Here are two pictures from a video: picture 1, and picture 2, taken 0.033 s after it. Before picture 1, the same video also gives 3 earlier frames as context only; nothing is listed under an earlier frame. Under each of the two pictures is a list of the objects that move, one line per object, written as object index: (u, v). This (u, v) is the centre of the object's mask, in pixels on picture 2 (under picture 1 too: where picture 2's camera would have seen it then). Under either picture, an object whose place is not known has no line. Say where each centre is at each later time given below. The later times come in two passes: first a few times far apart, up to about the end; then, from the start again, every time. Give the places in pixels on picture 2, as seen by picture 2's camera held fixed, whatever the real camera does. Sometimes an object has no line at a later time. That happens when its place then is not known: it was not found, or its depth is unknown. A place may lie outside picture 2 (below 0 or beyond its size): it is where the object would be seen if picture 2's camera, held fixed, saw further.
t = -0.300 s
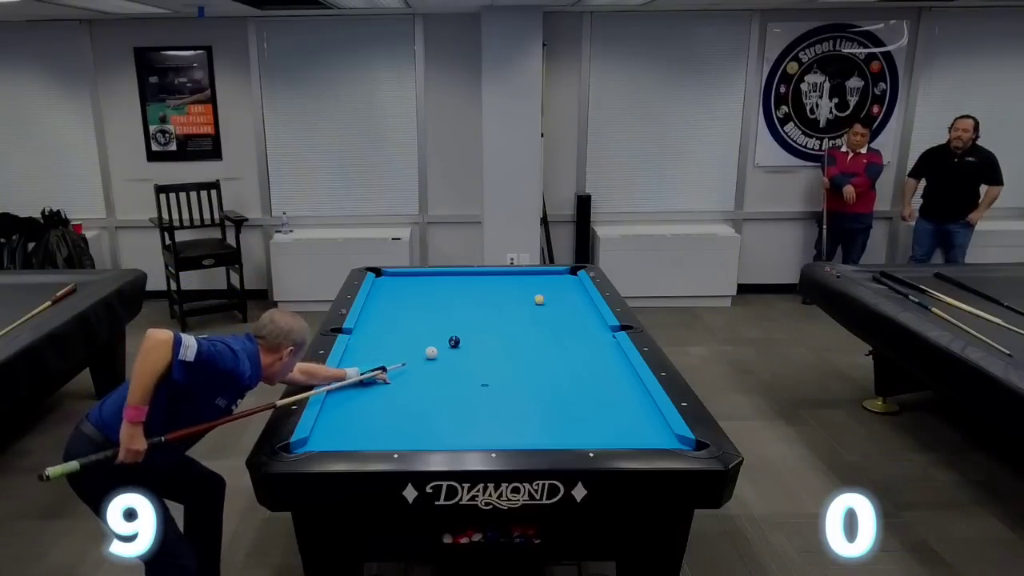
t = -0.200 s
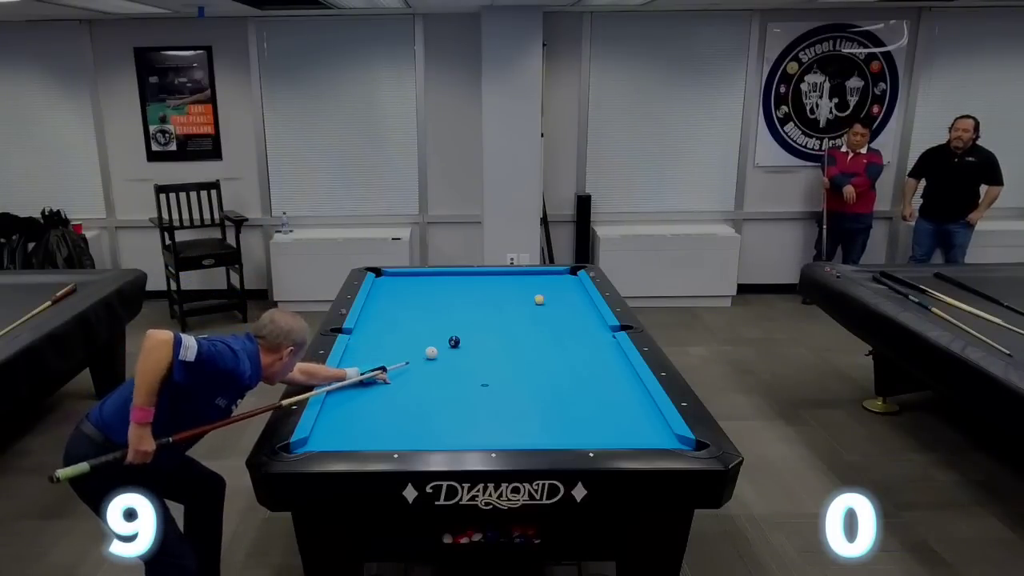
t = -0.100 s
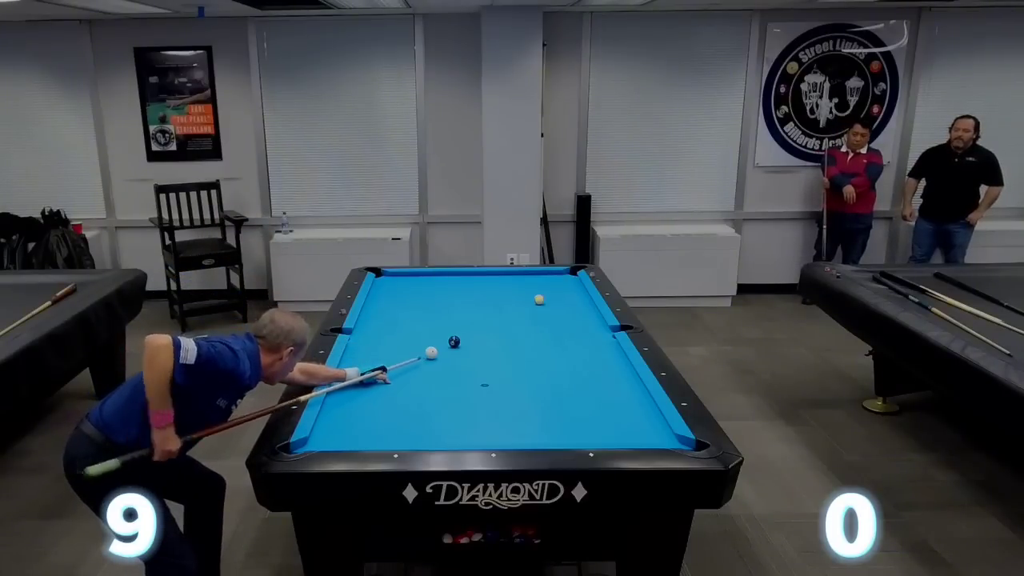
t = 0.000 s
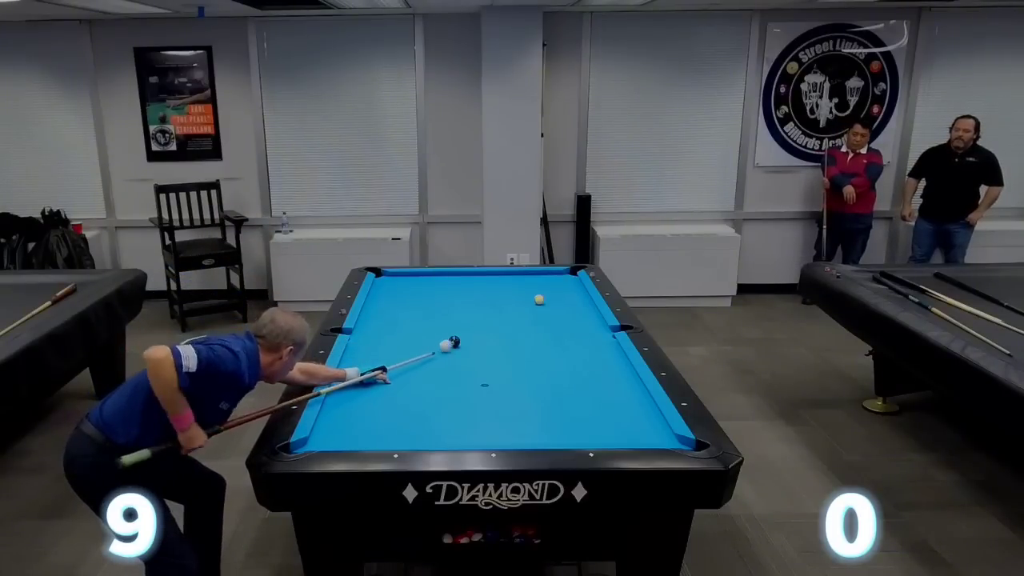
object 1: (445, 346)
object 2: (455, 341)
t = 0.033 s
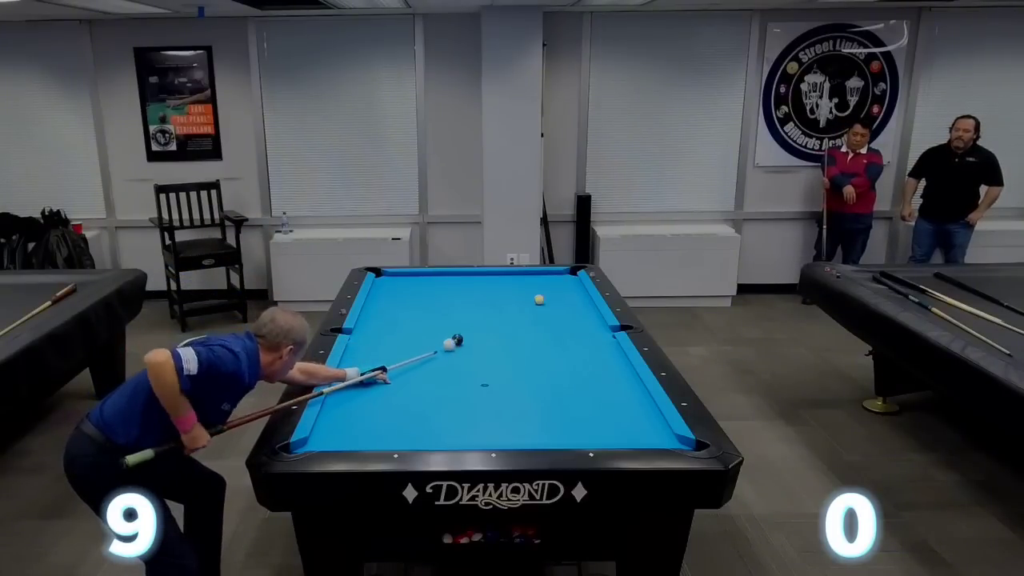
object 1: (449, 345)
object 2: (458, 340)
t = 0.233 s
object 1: (455, 345)
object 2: (483, 325)
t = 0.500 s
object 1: (462, 345)
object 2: (508, 309)
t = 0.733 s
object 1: (468, 345)
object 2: (528, 297)
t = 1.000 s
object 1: (473, 346)
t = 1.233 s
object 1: (476, 345)
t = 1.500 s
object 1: (480, 346)
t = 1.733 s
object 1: (481, 346)
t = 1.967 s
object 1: (482, 345)
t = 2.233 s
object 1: (482, 346)
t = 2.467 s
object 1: (482, 346)
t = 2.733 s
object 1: (482, 346)
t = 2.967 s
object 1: (482, 346)
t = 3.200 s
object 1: (482, 346)
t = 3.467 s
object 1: (481, 346)
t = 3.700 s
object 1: (481, 345)
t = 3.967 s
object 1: (482, 345)
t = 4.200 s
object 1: (482, 345)
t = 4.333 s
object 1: (481, 345)
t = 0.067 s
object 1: (450, 345)
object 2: (462, 337)
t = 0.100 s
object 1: (451, 345)
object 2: (467, 334)
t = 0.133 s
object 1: (452, 345)
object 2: (472, 331)
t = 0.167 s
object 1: (453, 345)
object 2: (476, 329)
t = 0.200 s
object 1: (454, 345)
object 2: (479, 327)
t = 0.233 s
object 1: (455, 345)
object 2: (483, 325)
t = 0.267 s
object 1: (456, 345)
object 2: (486, 322)
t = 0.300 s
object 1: (457, 345)
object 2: (489, 320)
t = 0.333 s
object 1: (458, 345)
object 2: (493, 319)
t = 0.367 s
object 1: (459, 345)
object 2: (496, 317)
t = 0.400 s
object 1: (460, 345)
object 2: (499, 315)
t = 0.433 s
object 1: (461, 345)
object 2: (502, 313)
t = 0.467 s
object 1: (462, 345)
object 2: (505, 311)
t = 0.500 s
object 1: (462, 345)
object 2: (508, 309)
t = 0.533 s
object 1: (463, 345)
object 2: (511, 308)
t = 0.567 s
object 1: (464, 345)
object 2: (514, 306)
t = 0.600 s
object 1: (465, 345)
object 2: (517, 304)
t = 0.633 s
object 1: (466, 345)
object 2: (520, 302)
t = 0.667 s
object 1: (466, 345)
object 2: (523, 301)
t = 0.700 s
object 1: (467, 345)
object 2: (525, 299)
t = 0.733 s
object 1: (468, 345)
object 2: (528, 297)
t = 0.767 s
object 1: (468, 345)
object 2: (530, 296)
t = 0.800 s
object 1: (469, 345)
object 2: (532, 294)
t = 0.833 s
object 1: (470, 345)
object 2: (535, 292)
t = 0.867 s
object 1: (471, 345)
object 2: (538, 290)
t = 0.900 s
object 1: (471, 345)
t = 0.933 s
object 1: (472, 346)
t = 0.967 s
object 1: (472, 346)
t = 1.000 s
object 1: (473, 346)
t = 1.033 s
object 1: (473, 346)
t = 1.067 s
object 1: (474, 346)
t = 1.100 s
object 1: (475, 346)
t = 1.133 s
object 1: (475, 346)
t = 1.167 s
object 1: (475, 345)
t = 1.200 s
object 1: (476, 345)
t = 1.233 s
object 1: (476, 345)
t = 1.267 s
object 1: (477, 345)
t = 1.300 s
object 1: (477, 345)
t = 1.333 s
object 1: (478, 345)
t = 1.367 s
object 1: (478, 345)
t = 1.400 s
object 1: (479, 345)
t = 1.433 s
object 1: (479, 345)
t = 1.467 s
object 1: (479, 345)
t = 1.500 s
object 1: (480, 346)
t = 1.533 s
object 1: (480, 345)
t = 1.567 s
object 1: (480, 345)
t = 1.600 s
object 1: (480, 345)
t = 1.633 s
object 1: (480, 345)
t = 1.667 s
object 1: (481, 346)
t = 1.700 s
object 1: (481, 345)
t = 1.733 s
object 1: (481, 346)
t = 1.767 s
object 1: (481, 346)
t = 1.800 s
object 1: (481, 346)
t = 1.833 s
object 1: (481, 345)
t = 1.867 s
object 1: (481, 346)
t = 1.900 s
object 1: (482, 345)
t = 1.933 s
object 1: (482, 345)
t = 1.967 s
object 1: (482, 345)
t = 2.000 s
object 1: (482, 346)
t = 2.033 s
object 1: (482, 345)
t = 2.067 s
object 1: (482, 345)
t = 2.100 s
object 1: (482, 345)
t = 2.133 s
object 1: (482, 346)
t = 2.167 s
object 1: (482, 346)
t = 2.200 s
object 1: (482, 346)
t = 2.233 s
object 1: (482, 346)
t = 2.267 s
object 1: (482, 346)
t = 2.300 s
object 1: (482, 346)
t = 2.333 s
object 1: (482, 346)
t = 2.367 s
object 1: (482, 346)
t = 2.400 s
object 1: (482, 346)
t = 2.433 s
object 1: (482, 346)
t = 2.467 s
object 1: (482, 346)
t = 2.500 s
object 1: (482, 346)
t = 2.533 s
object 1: (482, 346)
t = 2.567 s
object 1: (482, 346)
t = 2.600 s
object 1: (482, 346)
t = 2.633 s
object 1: (482, 346)
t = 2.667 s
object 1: (482, 346)
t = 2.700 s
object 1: (482, 346)
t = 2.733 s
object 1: (482, 346)
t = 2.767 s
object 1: (482, 346)
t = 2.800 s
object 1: (482, 346)
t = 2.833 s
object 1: (482, 346)
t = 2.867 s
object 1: (482, 346)
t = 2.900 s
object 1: (482, 346)
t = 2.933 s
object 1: (481, 346)
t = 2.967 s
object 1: (482, 346)
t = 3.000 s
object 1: (482, 346)
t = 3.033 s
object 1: (482, 346)
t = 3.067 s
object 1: (482, 346)
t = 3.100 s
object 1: (482, 346)
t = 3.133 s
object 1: (482, 346)
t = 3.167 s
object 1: (482, 346)
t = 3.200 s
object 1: (482, 346)
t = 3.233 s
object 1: (482, 346)
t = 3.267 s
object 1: (481, 346)
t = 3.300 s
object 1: (482, 346)
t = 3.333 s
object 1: (481, 346)
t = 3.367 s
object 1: (481, 346)
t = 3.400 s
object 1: (481, 346)
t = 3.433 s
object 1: (481, 346)
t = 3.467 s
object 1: (481, 346)
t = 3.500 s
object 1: (482, 346)
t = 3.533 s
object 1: (482, 346)
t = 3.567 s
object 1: (481, 346)
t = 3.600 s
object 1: (482, 346)
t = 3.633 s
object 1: (482, 346)
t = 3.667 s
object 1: (482, 346)
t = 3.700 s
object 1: (481, 345)
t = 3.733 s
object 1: (481, 345)
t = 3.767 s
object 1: (482, 345)
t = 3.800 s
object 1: (482, 346)
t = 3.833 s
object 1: (482, 346)
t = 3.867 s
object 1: (482, 346)
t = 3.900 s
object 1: (482, 345)
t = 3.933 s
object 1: (482, 345)
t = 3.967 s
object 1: (482, 345)
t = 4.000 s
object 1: (482, 345)
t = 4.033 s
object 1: (482, 345)
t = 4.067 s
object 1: (482, 345)
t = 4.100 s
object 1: (482, 345)
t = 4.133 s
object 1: (482, 345)
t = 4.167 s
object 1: (482, 345)
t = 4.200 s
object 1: (482, 345)
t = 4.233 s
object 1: (482, 345)
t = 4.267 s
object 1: (482, 345)
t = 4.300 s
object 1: (482, 345)
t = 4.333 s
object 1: (481, 345)
